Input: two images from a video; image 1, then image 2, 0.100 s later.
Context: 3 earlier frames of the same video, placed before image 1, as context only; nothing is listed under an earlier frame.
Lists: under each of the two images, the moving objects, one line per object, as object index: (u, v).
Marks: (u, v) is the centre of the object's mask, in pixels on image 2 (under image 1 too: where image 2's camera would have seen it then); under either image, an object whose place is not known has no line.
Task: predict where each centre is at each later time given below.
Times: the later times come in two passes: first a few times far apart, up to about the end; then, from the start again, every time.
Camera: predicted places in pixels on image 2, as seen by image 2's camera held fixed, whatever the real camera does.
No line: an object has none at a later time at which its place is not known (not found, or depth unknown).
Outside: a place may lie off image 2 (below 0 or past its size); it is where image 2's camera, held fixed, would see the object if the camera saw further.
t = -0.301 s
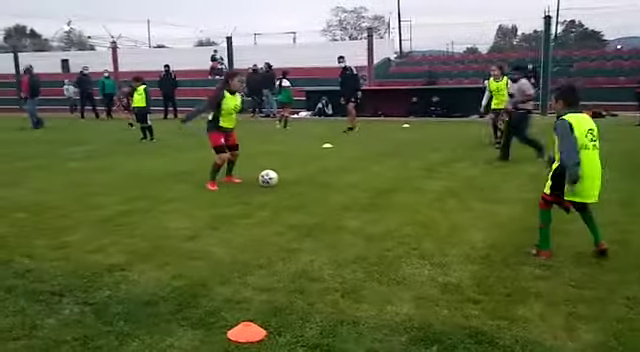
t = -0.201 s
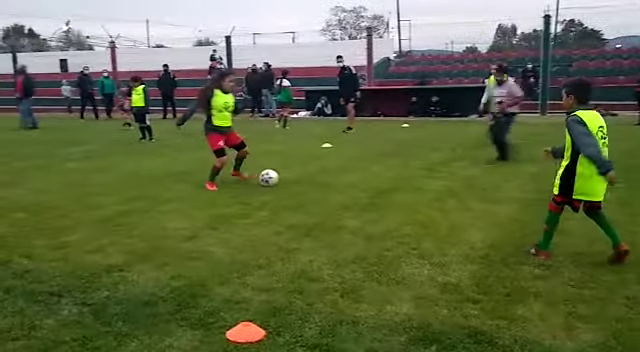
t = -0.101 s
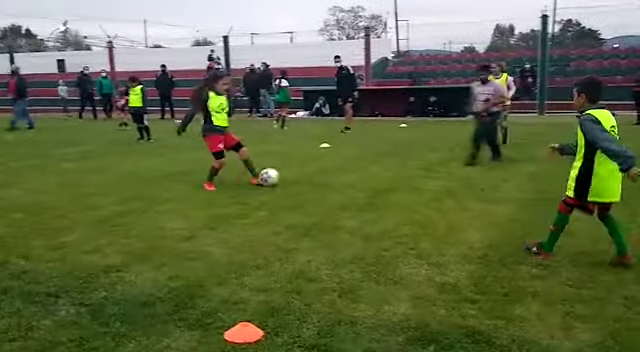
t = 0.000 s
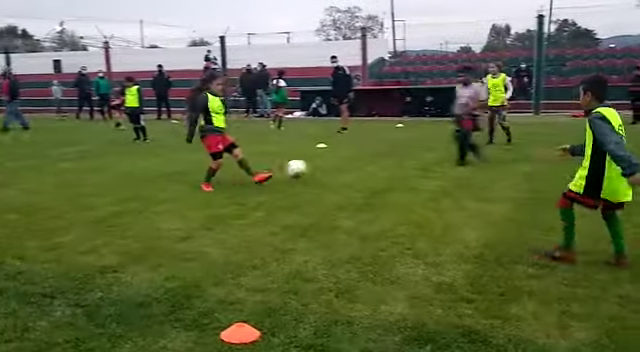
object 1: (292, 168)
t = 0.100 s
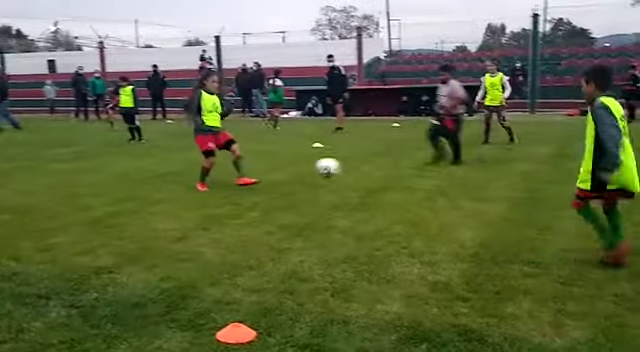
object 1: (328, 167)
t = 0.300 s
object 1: (423, 201)
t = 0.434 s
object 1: (496, 226)
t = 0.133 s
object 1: (341, 168)
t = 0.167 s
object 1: (355, 172)
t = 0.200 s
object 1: (370, 177)
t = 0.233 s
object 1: (386, 182)
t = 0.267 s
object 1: (404, 191)
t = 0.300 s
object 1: (423, 201)
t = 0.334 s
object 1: (443, 213)
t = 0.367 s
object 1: (464, 226)
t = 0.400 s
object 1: (481, 227)
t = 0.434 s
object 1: (496, 226)
